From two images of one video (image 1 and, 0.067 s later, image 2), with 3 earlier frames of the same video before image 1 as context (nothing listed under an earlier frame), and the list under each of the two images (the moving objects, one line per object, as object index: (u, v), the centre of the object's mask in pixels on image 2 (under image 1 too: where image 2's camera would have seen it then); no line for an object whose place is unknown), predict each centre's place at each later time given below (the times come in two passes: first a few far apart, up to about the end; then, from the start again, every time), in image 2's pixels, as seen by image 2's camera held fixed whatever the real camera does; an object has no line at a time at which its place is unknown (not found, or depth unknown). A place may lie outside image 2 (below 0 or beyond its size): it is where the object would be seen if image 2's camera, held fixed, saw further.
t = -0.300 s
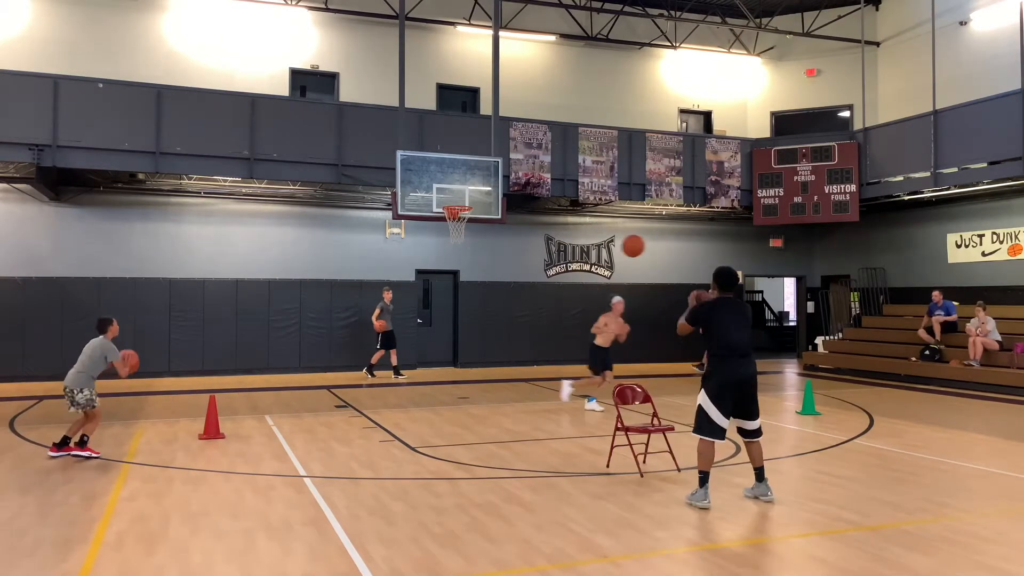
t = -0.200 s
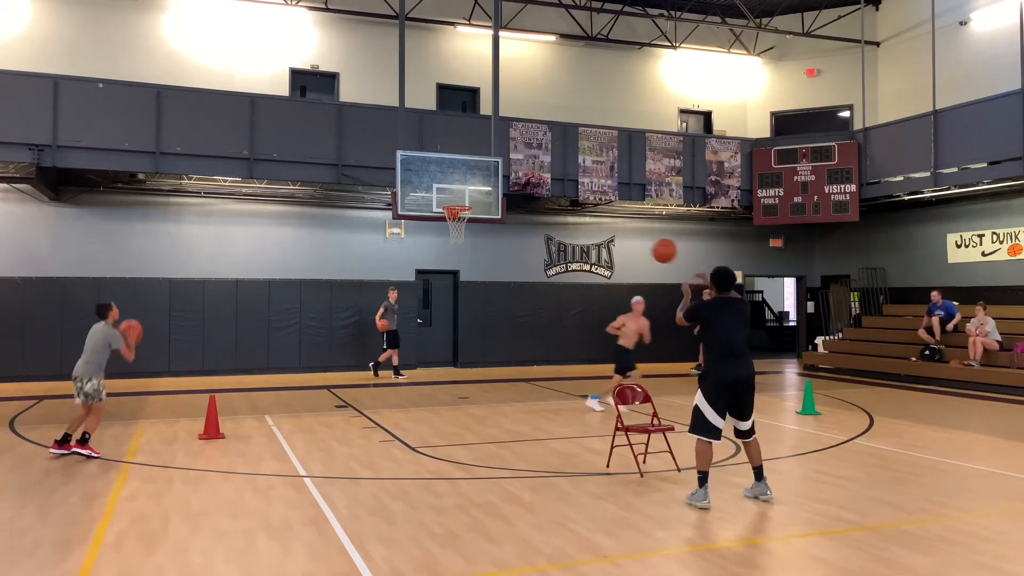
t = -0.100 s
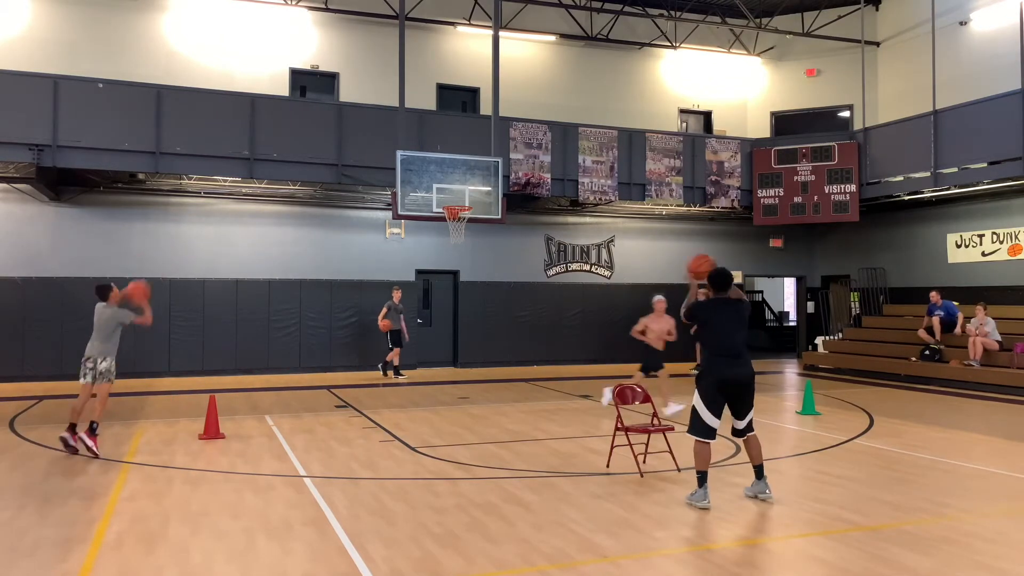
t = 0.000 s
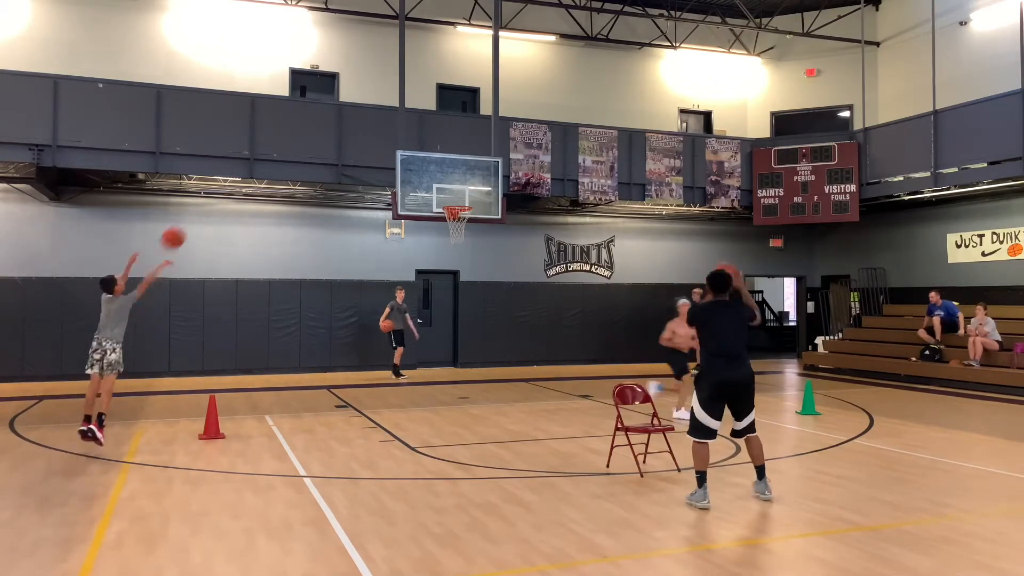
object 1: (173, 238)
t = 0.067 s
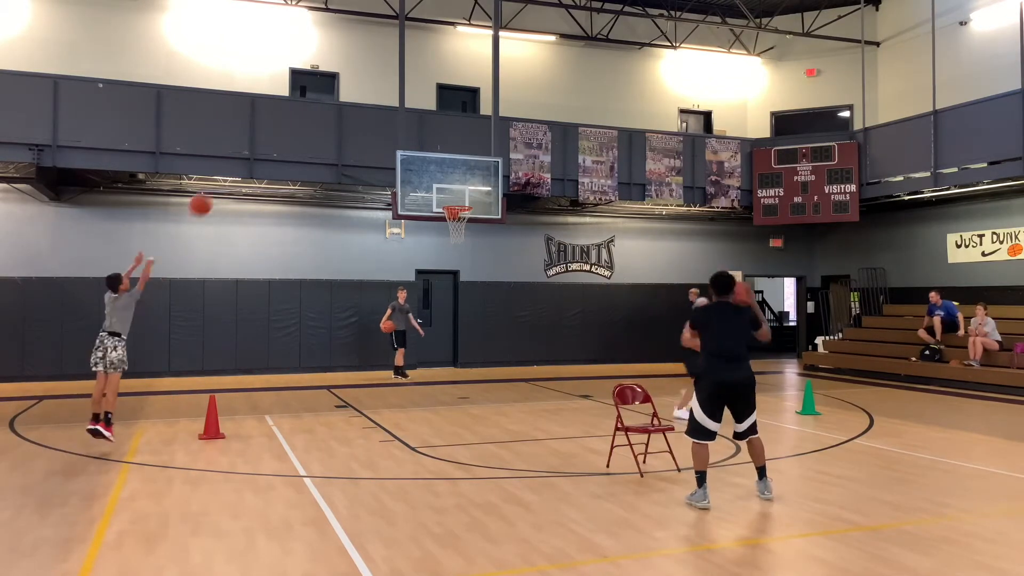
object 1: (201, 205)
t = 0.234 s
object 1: (261, 147)
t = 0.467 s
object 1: (331, 112)
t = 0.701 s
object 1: (386, 120)
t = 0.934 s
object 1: (433, 159)
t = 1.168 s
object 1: (461, 186)
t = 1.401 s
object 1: (455, 137)
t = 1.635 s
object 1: (448, 121)
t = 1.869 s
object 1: (440, 137)
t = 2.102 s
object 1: (433, 191)
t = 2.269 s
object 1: (426, 254)
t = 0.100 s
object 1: (213, 190)
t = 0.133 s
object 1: (226, 176)
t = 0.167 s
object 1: (238, 166)
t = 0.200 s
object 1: (249, 155)
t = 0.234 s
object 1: (261, 147)
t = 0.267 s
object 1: (271, 138)
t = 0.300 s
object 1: (282, 131)
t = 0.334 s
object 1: (293, 126)
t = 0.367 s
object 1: (302, 121)
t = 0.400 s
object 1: (312, 117)
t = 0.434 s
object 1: (321, 115)
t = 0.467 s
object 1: (331, 112)
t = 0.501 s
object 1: (339, 111)
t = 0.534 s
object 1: (348, 110)
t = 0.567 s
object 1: (356, 110)
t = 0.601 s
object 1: (363, 112)
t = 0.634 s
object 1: (372, 114)
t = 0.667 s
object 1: (379, 116)
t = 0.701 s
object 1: (386, 120)
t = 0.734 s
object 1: (394, 123)
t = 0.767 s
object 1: (401, 128)
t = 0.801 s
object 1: (408, 133)
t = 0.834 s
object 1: (415, 139)
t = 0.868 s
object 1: (421, 145)
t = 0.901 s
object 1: (427, 152)
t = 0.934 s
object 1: (433, 159)
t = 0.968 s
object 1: (440, 168)
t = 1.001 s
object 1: (446, 176)
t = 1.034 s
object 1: (451, 184)
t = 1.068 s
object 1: (457, 194)
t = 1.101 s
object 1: (463, 203)
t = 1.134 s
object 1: (462, 196)
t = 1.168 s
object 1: (461, 186)
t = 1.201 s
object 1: (460, 178)
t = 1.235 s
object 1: (460, 169)
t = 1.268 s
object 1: (459, 162)
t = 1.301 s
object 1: (457, 154)
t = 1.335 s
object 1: (456, 148)
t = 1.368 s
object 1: (455, 143)
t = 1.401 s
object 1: (455, 137)
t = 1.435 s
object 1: (453, 133)
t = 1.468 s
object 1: (453, 129)
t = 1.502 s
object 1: (451, 126)
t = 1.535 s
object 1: (451, 124)
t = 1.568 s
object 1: (450, 122)
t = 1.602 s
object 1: (449, 121)
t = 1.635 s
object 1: (448, 121)
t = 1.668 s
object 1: (447, 121)
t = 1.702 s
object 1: (446, 122)
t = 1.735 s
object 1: (445, 123)
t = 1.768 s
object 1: (443, 126)
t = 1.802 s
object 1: (443, 129)
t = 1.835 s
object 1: (441, 133)
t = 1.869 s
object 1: (440, 137)
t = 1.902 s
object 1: (439, 143)
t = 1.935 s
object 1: (438, 148)
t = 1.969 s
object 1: (437, 156)
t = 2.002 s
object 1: (436, 164)
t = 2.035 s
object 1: (435, 172)
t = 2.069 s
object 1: (434, 181)
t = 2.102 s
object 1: (433, 191)
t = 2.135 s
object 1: (432, 202)
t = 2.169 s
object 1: (430, 214)
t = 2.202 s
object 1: (429, 226)
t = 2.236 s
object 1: (428, 239)
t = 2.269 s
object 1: (426, 254)
